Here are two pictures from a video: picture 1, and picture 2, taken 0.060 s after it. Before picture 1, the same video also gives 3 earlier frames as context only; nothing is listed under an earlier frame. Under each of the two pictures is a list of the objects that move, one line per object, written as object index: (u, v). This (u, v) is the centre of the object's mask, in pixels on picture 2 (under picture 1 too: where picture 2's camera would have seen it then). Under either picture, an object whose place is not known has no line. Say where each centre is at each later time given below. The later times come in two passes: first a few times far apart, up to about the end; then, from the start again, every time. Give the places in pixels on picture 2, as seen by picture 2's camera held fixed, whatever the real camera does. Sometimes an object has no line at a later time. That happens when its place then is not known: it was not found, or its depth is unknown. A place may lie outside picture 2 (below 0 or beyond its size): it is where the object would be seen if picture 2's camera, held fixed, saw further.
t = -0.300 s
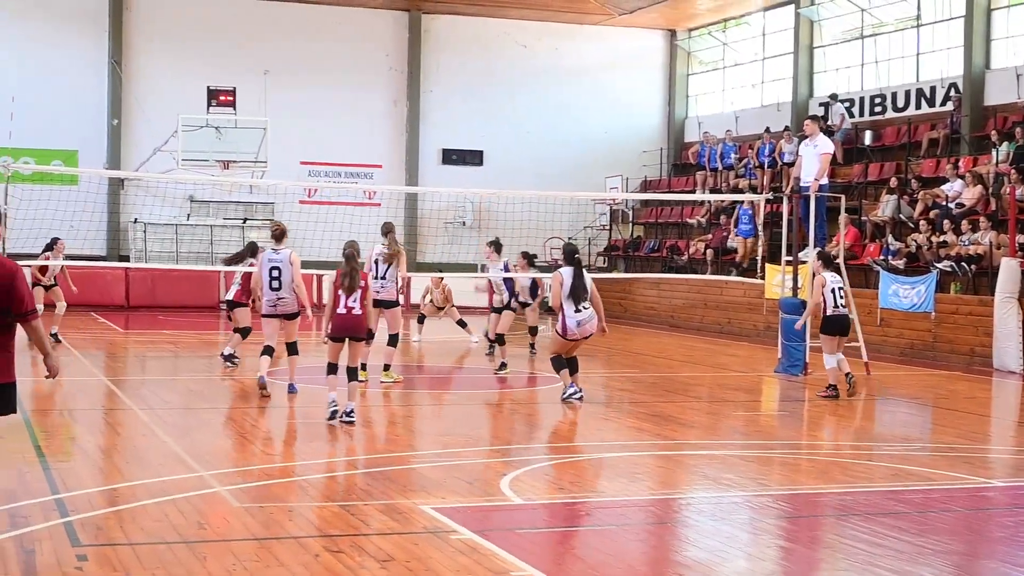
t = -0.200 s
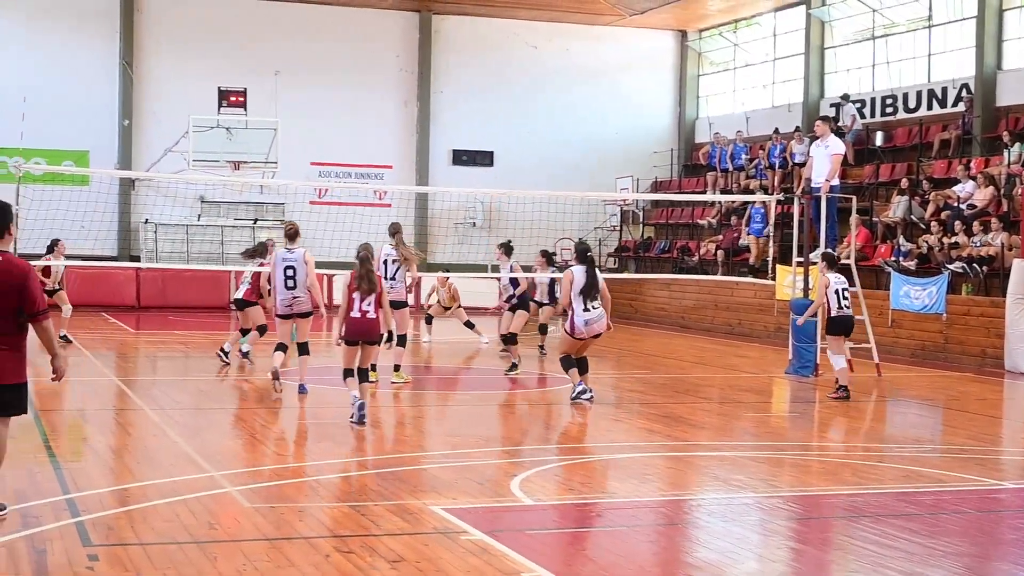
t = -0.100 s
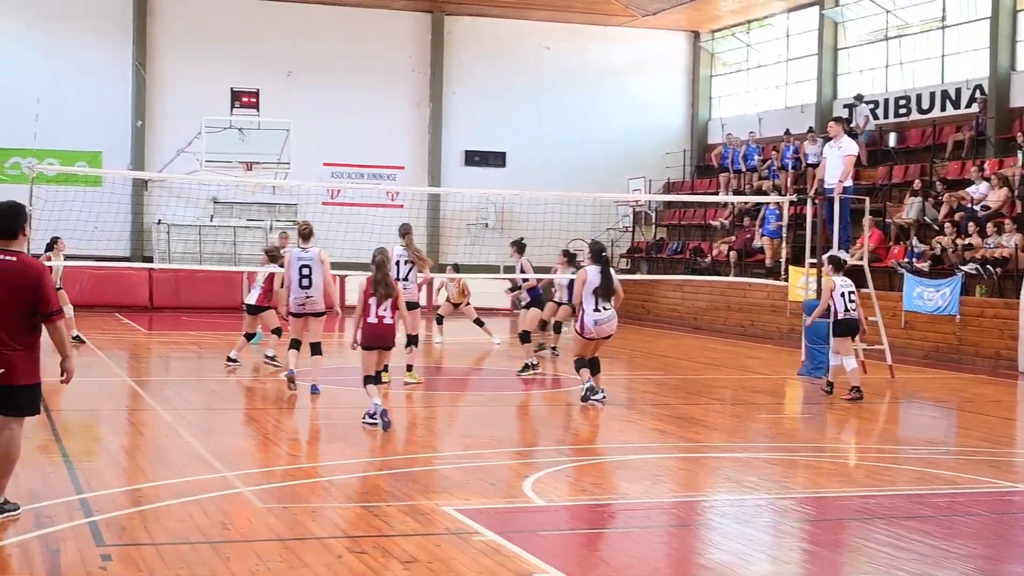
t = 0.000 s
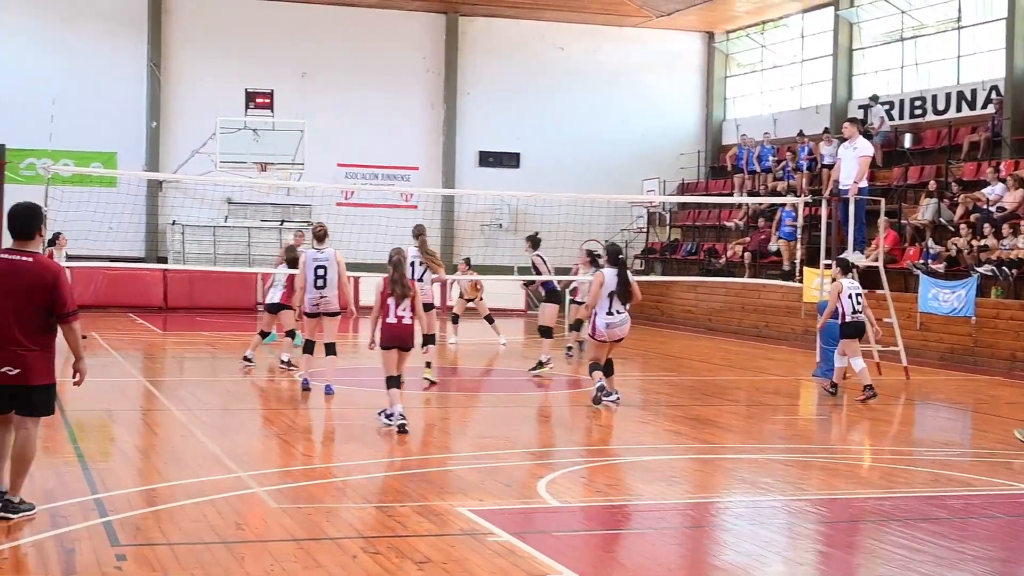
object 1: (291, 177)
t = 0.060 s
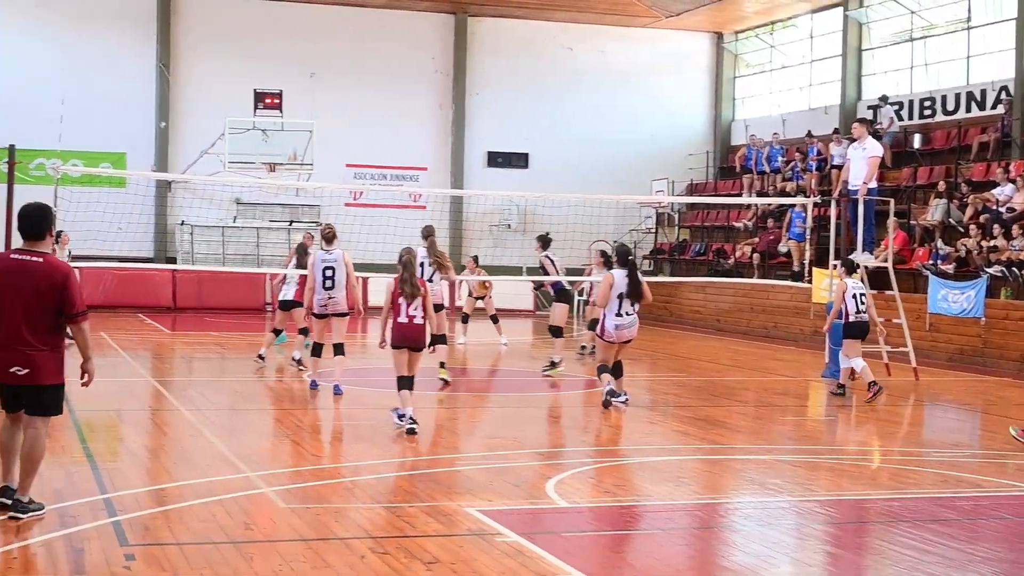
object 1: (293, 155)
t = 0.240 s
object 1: (291, 94)
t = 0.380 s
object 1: (290, 61)
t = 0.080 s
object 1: (292, 148)
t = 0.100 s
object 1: (293, 141)
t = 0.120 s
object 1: (292, 133)
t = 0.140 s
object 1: (292, 125)
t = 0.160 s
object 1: (291, 118)
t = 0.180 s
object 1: (292, 112)
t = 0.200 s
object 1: (292, 105)
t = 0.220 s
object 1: (291, 100)
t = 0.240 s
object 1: (291, 94)
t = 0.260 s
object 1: (291, 88)
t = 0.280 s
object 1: (291, 83)
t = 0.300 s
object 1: (290, 78)
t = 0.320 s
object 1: (291, 73)
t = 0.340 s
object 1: (290, 69)
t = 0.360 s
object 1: (290, 65)
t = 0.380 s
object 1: (290, 61)
